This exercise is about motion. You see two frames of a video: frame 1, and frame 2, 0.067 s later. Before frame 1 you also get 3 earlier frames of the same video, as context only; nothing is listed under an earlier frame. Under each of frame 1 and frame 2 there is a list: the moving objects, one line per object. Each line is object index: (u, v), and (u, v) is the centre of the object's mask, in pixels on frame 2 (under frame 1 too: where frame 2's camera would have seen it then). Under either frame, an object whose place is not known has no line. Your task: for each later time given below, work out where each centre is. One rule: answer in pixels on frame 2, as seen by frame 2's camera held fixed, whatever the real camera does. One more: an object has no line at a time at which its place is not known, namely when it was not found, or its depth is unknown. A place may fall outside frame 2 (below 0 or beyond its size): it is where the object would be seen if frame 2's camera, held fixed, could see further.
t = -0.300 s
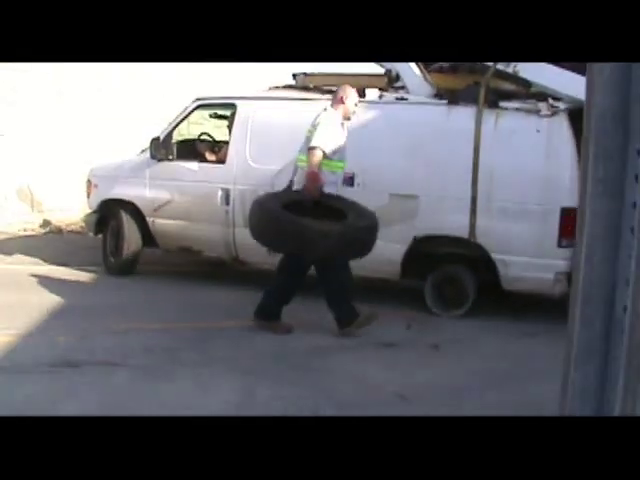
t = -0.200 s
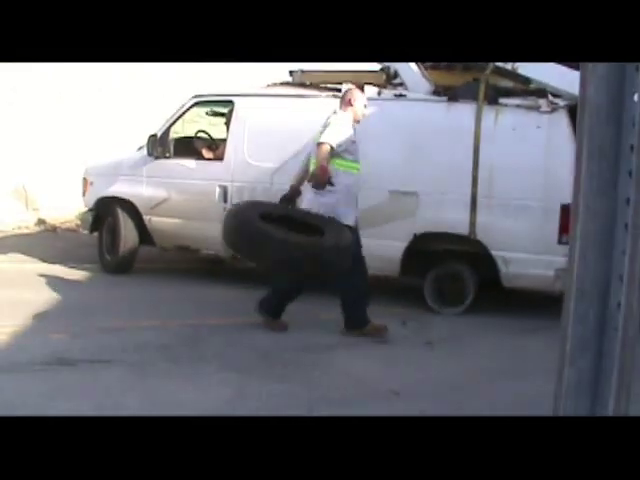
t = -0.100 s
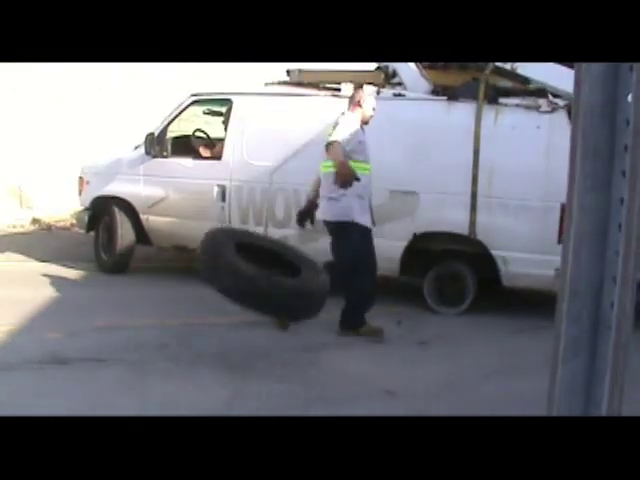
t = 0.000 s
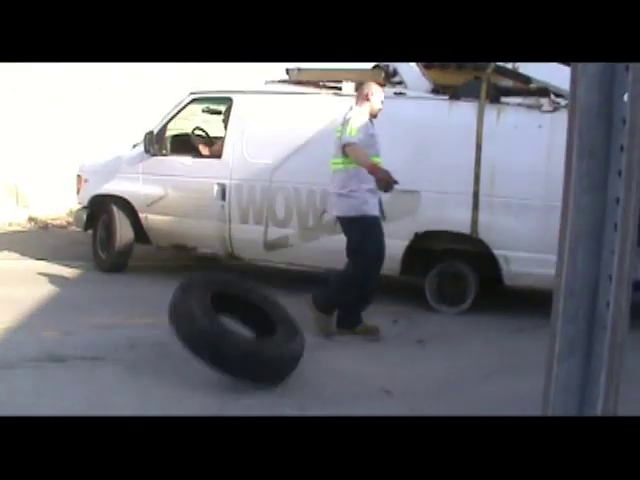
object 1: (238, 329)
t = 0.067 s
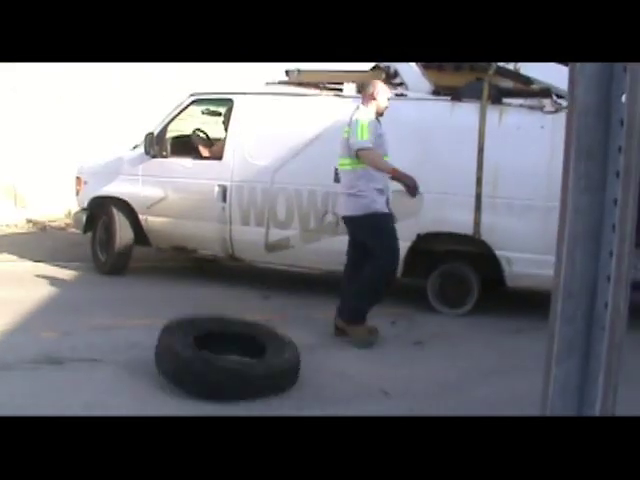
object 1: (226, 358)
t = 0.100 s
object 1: (220, 363)
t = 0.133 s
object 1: (213, 359)
